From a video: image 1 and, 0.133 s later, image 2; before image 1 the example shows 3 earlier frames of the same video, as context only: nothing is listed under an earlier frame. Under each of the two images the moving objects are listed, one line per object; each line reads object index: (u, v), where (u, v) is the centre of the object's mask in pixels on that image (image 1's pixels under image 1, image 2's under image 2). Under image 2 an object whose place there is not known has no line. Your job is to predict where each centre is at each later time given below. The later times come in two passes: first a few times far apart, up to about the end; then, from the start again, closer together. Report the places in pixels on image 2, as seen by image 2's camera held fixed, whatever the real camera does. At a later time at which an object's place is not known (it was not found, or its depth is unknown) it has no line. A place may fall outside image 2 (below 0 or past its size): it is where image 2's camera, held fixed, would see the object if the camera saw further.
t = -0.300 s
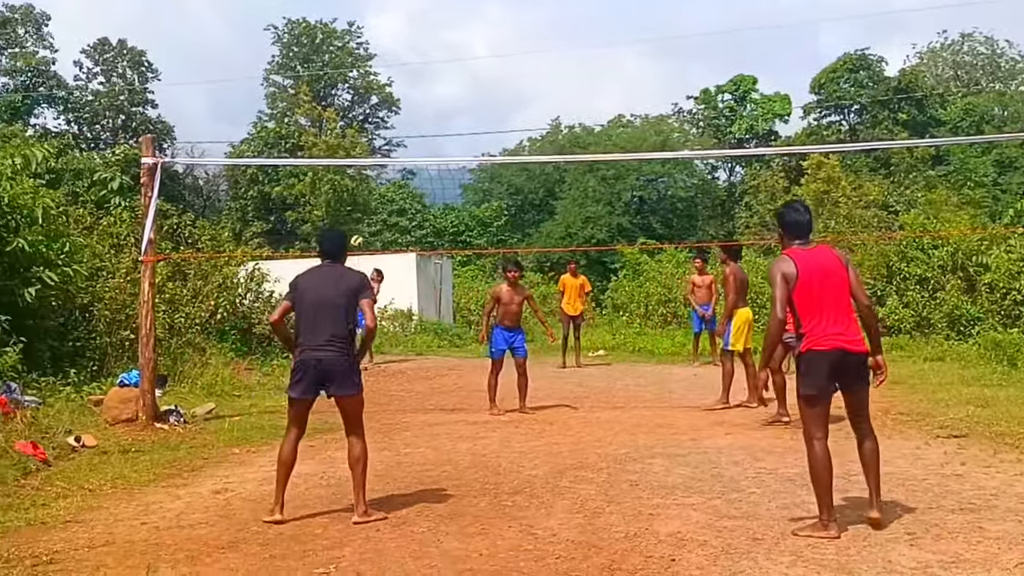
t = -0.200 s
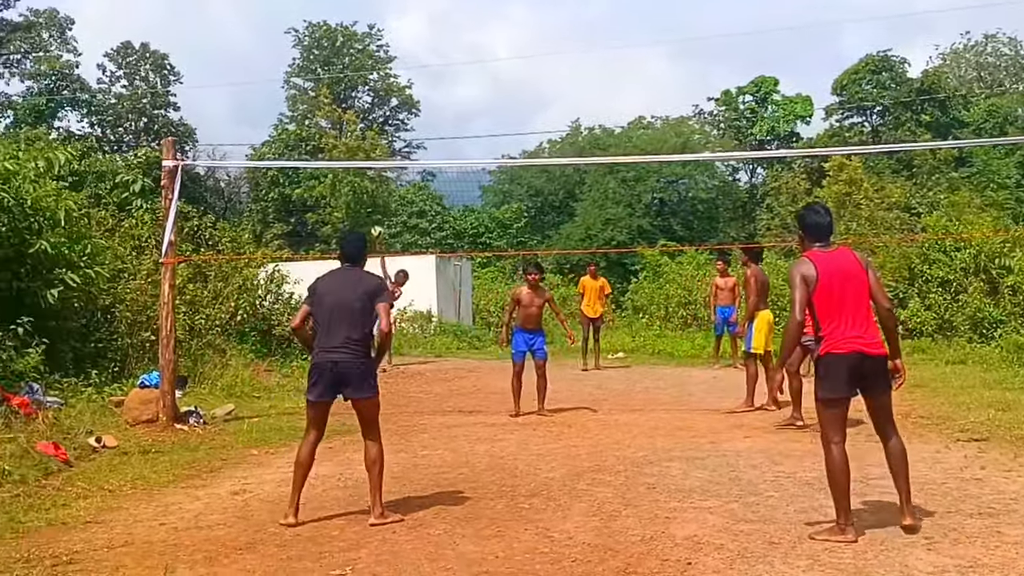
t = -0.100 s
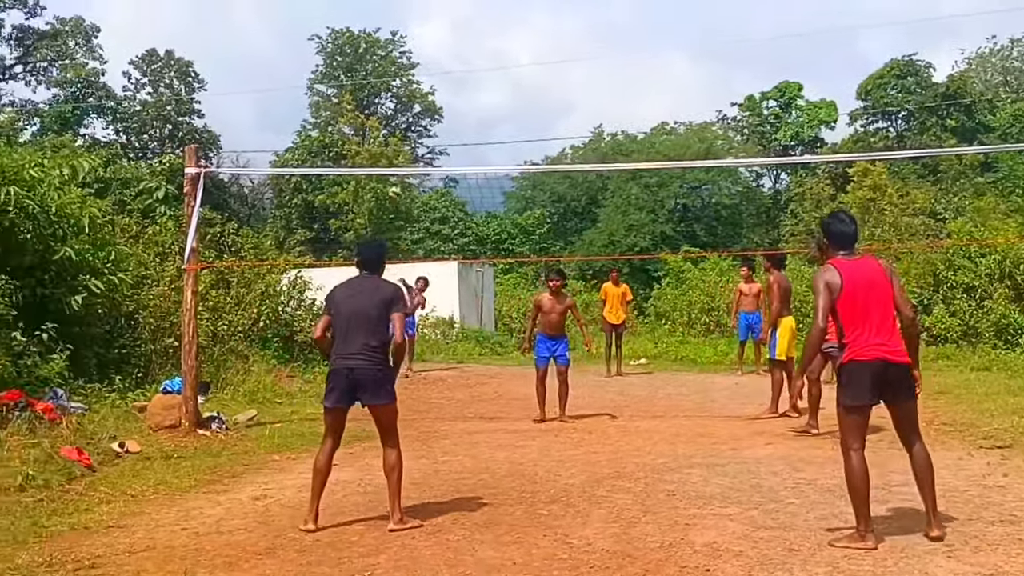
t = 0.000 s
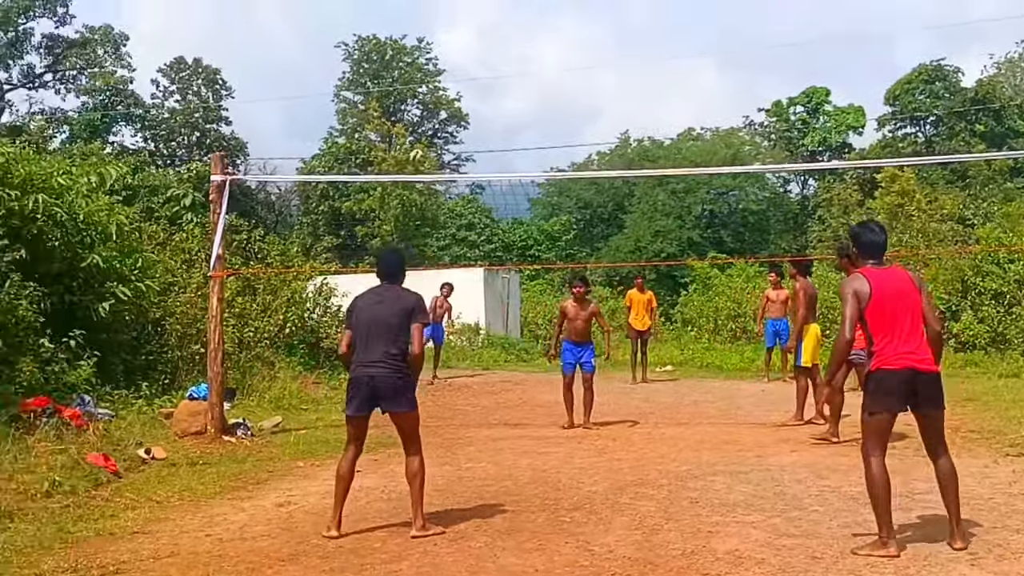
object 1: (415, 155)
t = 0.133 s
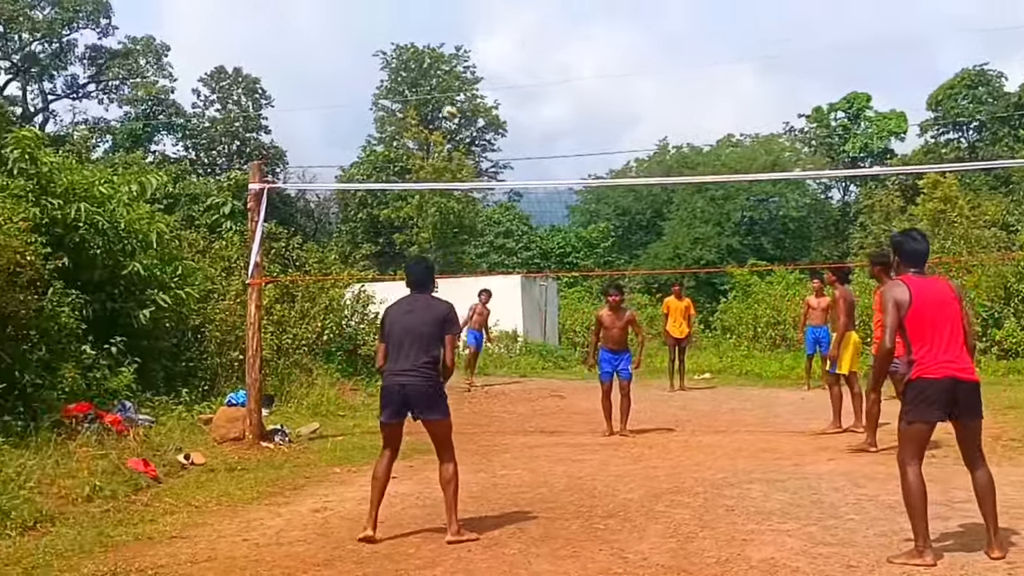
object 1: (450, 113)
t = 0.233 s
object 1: (444, 78)
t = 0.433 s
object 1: (444, 32)
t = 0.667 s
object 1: (444, 24)
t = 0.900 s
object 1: (454, 113)
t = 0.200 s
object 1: (448, 89)
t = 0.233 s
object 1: (444, 78)
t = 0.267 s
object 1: (443, 67)
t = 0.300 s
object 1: (442, 57)
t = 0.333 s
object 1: (445, 52)
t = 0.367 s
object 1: (445, 44)
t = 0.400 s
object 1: (443, 38)
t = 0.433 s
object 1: (444, 32)
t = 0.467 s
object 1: (443, 27)
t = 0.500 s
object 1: (443, 22)
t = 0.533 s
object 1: (442, 19)
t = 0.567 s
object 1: (443, 19)
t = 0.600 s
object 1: (443, 20)
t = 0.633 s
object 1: (443, 21)
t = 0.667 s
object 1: (444, 24)
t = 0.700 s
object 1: (444, 30)
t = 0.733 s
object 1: (445, 37)
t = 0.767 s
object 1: (448, 46)
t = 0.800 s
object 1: (446, 58)
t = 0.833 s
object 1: (449, 74)
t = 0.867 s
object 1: (452, 93)
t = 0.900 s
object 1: (454, 113)
